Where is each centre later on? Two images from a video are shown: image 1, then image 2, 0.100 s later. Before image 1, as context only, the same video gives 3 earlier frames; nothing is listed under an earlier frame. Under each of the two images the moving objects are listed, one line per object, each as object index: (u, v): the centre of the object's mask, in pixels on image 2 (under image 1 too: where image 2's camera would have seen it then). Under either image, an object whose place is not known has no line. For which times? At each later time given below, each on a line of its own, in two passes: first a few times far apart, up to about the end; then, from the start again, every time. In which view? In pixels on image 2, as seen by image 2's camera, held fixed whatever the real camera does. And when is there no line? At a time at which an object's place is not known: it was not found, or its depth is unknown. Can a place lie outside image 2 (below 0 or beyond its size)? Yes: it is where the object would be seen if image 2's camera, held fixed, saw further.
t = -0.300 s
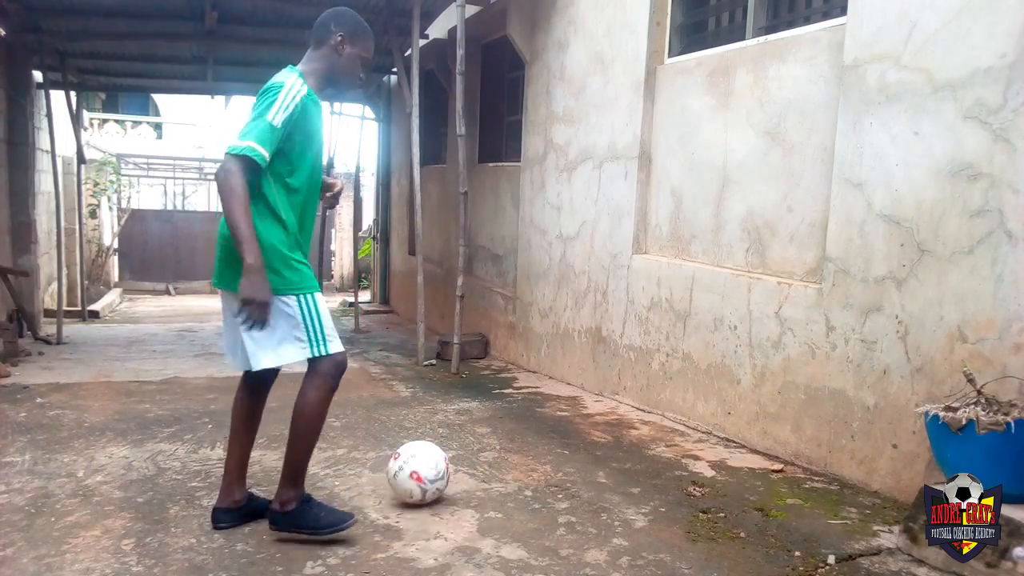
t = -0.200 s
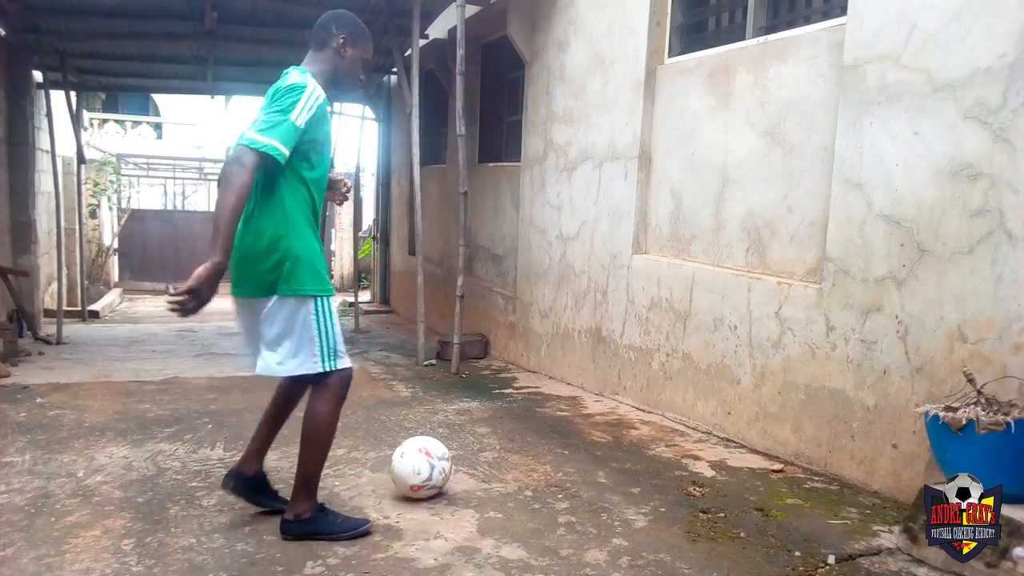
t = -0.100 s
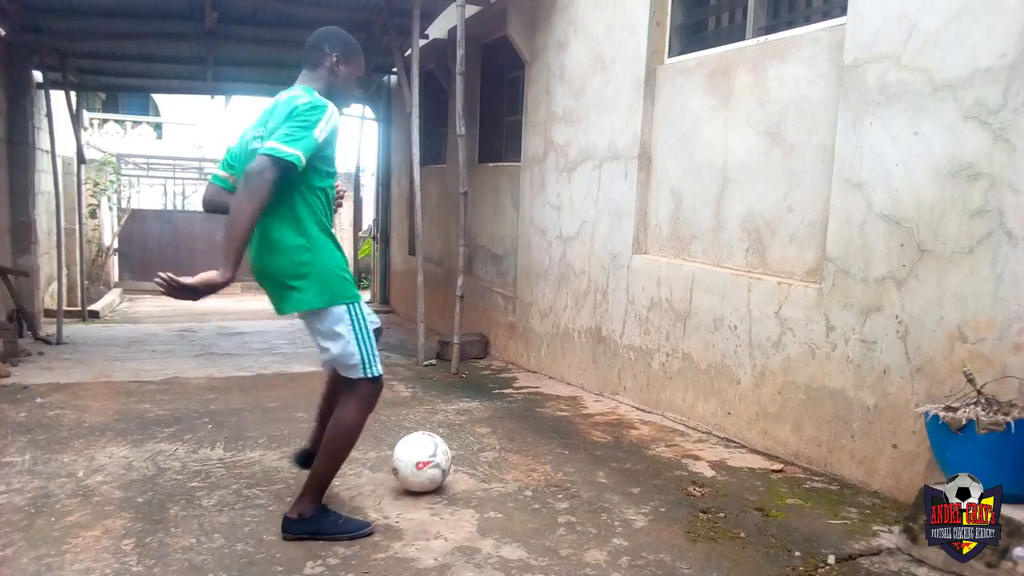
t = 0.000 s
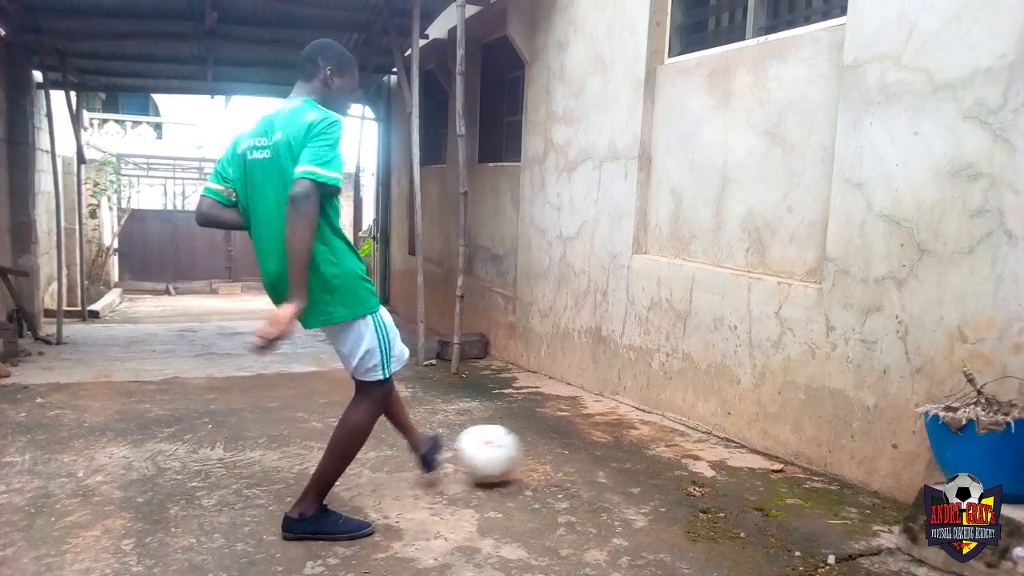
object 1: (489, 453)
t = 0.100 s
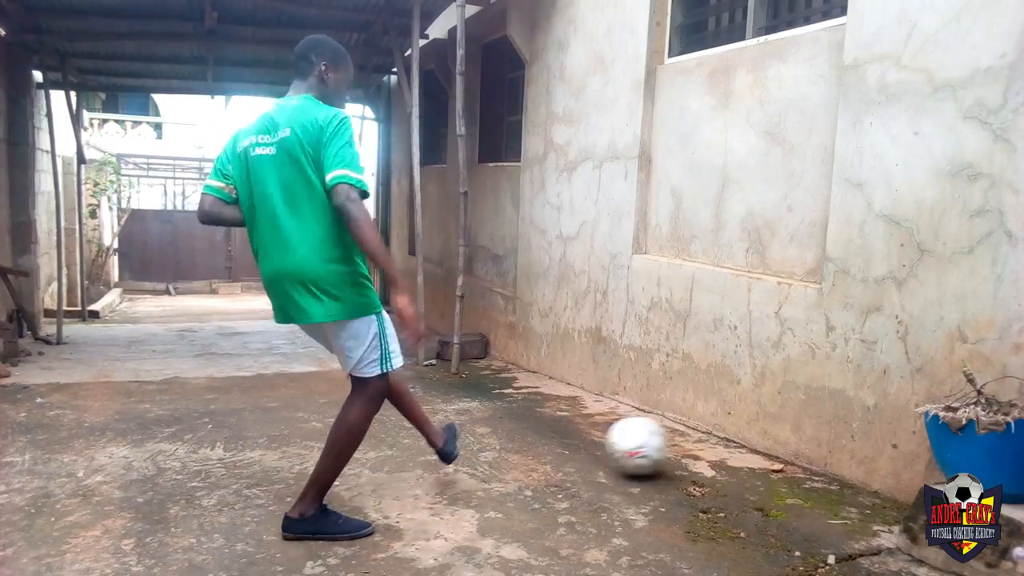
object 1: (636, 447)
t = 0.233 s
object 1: (773, 427)
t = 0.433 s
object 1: (633, 389)
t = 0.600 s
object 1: (501, 438)
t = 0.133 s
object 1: (683, 445)
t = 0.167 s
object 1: (726, 445)
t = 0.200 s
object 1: (765, 441)
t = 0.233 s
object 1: (773, 427)
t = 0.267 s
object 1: (750, 412)
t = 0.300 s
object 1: (728, 402)
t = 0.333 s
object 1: (706, 395)
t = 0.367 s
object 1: (682, 390)
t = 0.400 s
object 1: (658, 388)
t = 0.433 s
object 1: (633, 389)
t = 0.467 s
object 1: (608, 391)
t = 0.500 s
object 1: (583, 397)
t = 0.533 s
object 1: (556, 406)
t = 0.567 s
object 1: (529, 421)
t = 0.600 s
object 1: (501, 438)
